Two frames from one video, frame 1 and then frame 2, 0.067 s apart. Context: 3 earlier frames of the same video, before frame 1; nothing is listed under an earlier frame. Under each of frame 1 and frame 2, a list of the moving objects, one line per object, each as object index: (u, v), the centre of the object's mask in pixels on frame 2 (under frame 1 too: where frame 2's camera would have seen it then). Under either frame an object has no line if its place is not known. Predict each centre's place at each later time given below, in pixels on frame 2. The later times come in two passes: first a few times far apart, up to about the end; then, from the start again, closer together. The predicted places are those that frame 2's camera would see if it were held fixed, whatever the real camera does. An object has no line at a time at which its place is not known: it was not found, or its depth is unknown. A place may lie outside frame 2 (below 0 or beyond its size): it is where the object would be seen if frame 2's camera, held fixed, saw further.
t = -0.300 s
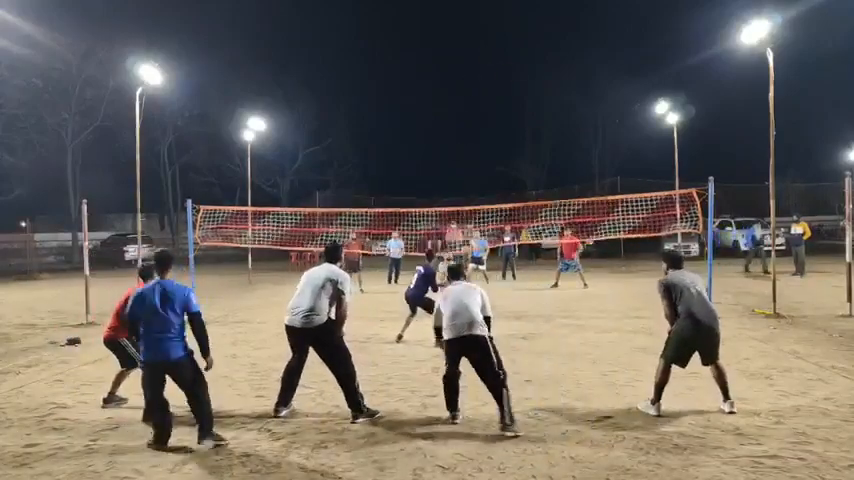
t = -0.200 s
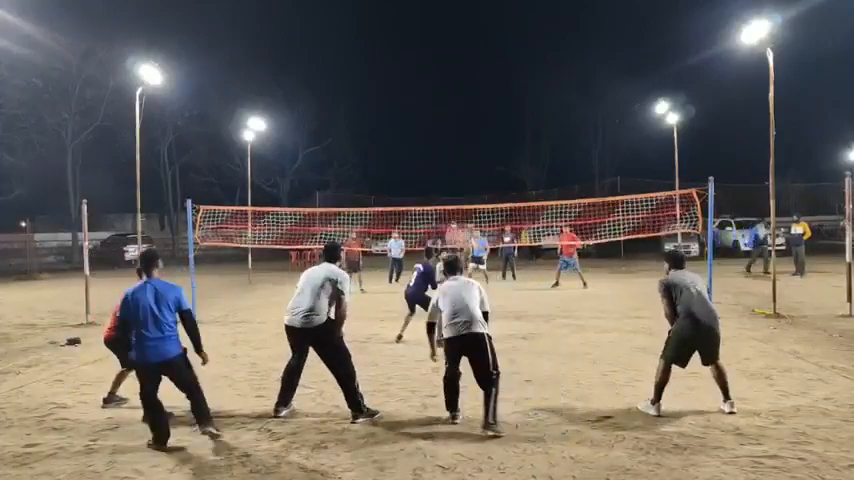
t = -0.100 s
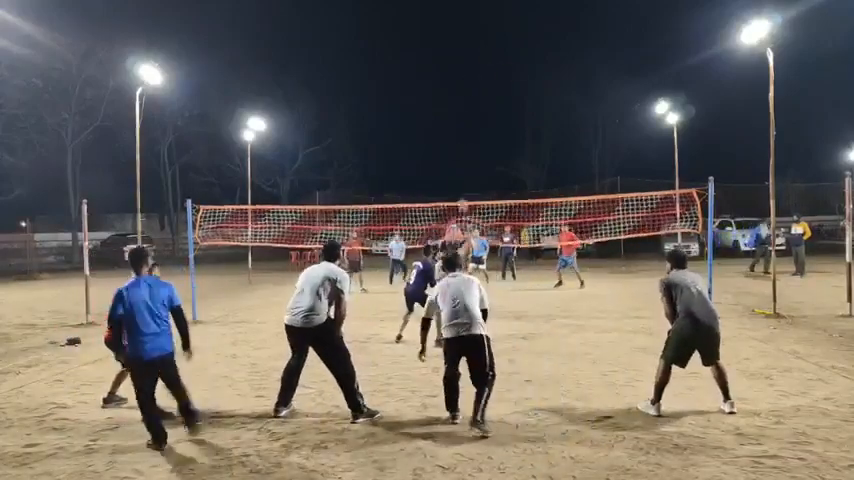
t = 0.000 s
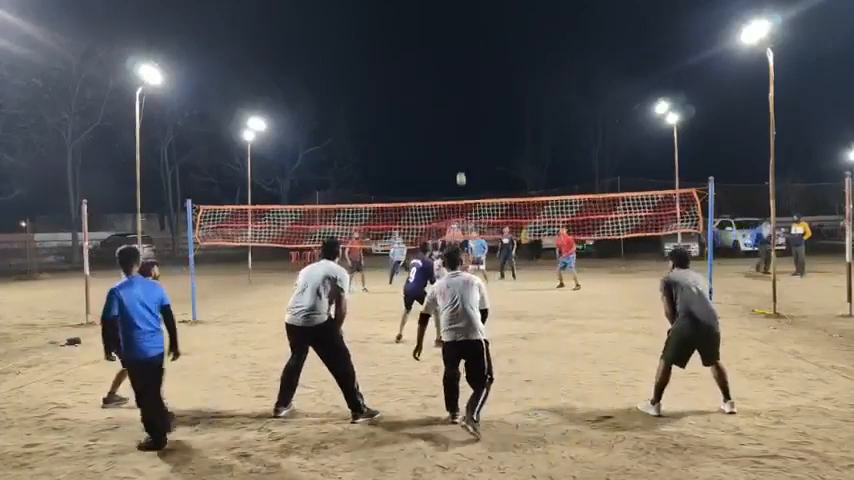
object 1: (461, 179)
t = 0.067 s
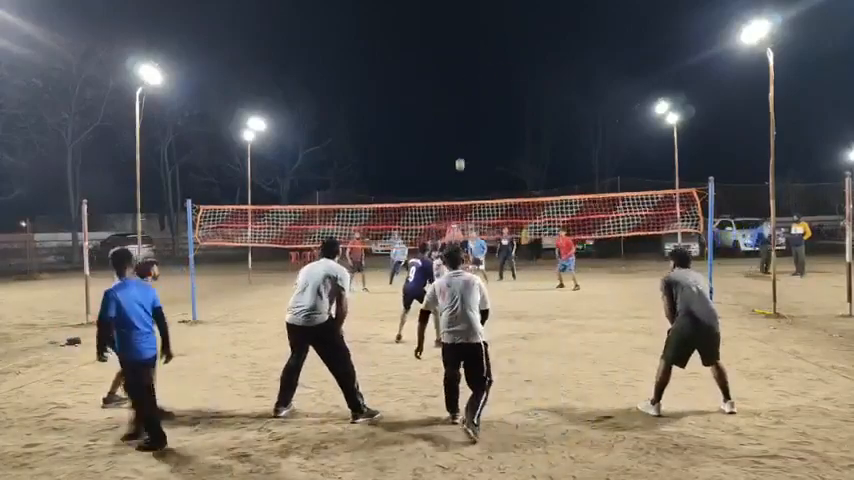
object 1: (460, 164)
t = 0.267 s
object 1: (456, 135)
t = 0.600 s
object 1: (452, 129)
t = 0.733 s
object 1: (451, 142)
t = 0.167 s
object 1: (458, 147)
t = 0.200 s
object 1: (457, 142)
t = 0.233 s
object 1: (456, 138)
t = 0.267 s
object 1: (456, 135)
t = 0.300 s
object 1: (456, 132)
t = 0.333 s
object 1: (455, 129)
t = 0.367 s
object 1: (454, 127)
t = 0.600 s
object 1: (452, 129)
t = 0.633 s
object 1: (451, 131)
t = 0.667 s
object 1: (451, 134)
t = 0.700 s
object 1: (451, 137)
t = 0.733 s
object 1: (451, 142)
